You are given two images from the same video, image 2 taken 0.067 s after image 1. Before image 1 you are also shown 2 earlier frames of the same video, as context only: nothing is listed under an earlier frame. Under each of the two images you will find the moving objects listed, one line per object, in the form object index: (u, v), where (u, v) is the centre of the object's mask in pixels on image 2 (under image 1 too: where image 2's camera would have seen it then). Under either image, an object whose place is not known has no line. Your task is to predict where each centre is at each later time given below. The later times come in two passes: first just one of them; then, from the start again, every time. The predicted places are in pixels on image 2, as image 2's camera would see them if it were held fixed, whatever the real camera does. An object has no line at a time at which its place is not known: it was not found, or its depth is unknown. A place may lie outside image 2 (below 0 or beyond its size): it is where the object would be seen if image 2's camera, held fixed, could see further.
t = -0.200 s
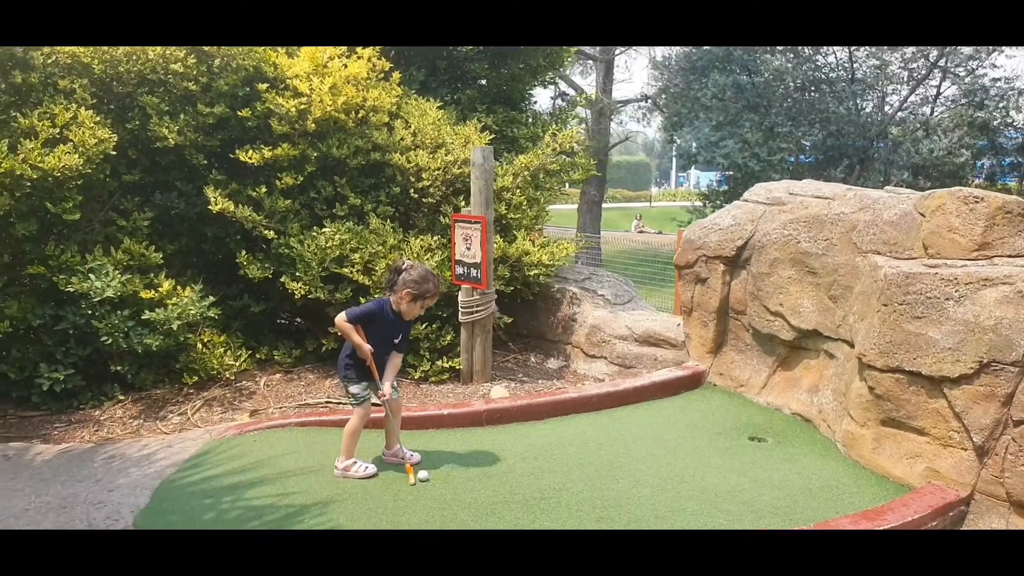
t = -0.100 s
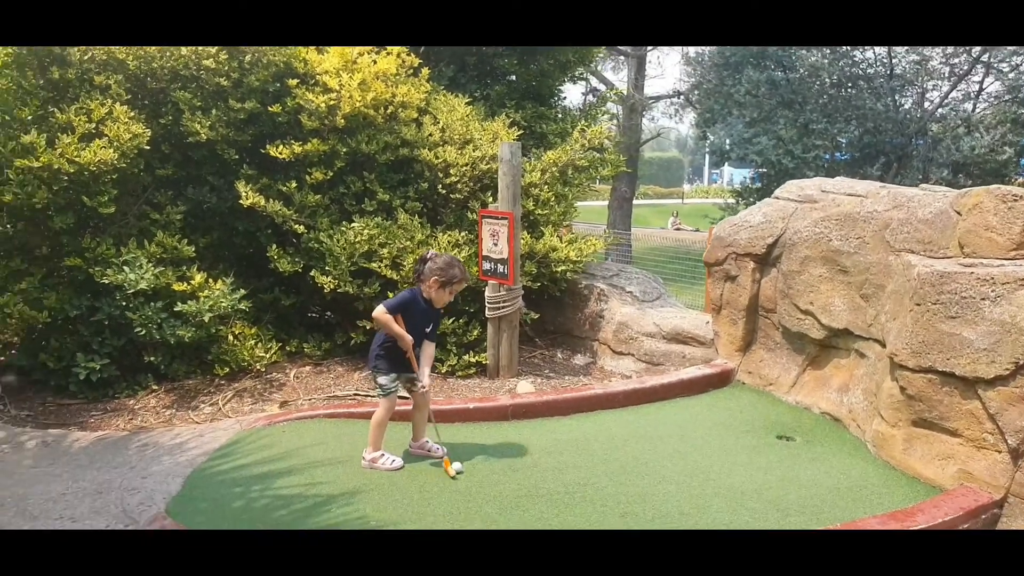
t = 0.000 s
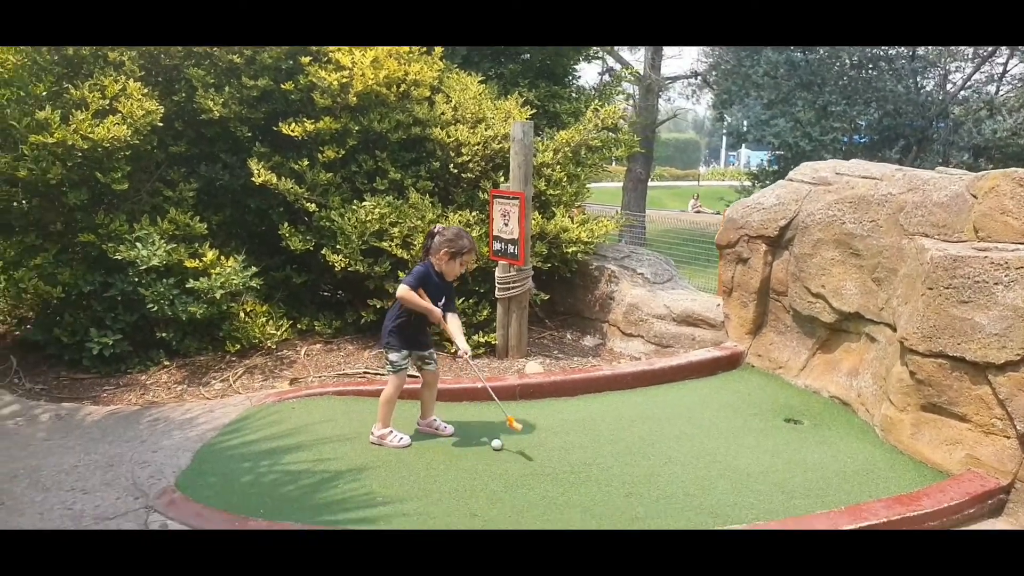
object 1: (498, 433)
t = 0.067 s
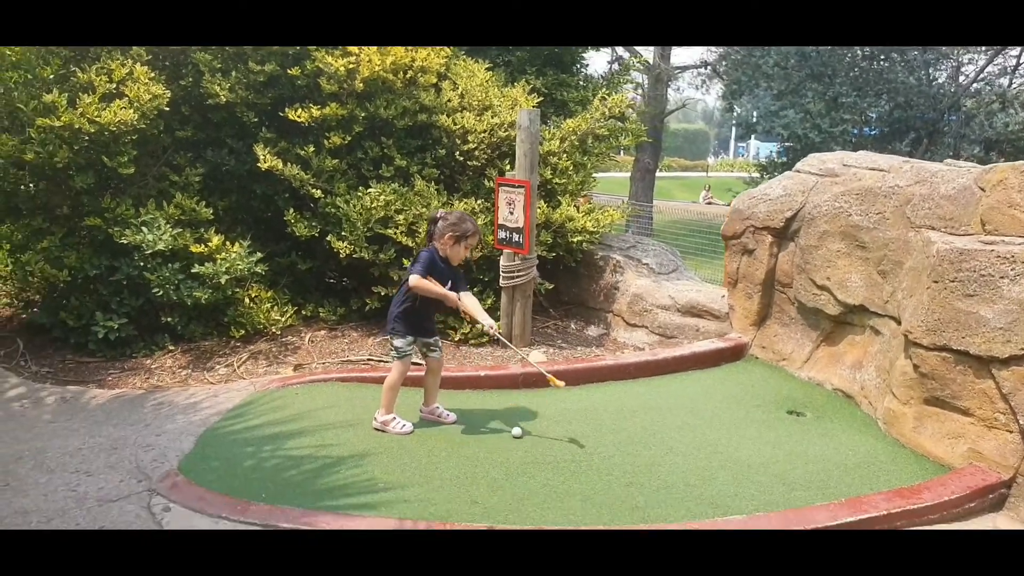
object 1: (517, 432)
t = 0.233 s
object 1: (559, 432)
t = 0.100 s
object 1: (526, 432)
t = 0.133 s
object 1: (534, 432)
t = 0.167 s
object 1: (543, 432)
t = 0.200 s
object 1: (551, 432)
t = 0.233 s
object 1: (559, 432)
